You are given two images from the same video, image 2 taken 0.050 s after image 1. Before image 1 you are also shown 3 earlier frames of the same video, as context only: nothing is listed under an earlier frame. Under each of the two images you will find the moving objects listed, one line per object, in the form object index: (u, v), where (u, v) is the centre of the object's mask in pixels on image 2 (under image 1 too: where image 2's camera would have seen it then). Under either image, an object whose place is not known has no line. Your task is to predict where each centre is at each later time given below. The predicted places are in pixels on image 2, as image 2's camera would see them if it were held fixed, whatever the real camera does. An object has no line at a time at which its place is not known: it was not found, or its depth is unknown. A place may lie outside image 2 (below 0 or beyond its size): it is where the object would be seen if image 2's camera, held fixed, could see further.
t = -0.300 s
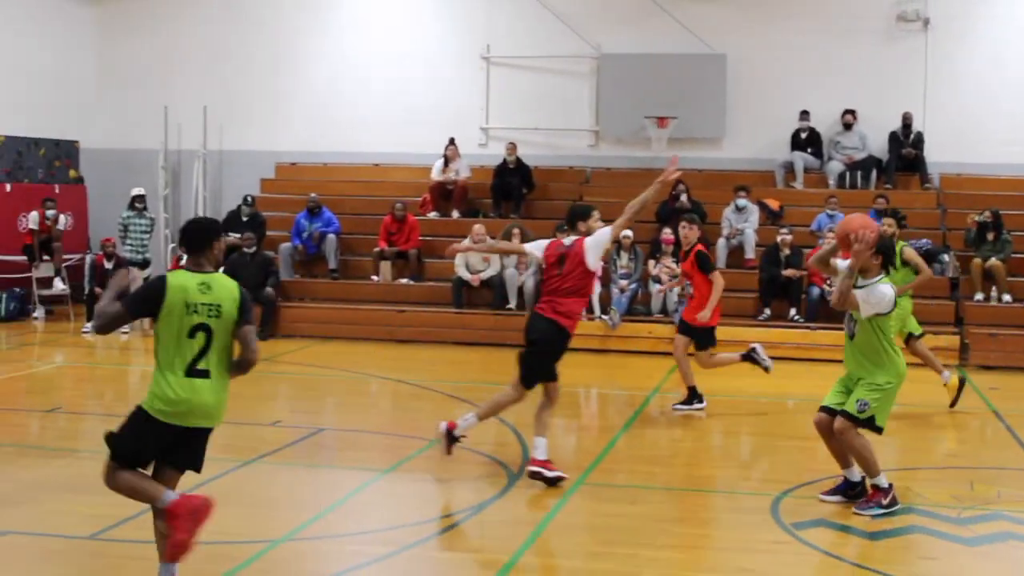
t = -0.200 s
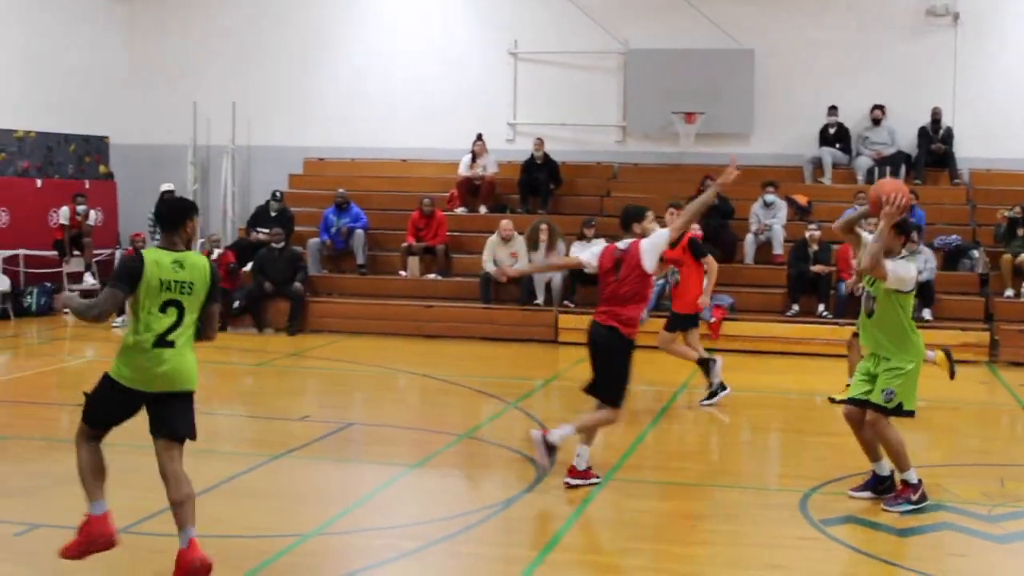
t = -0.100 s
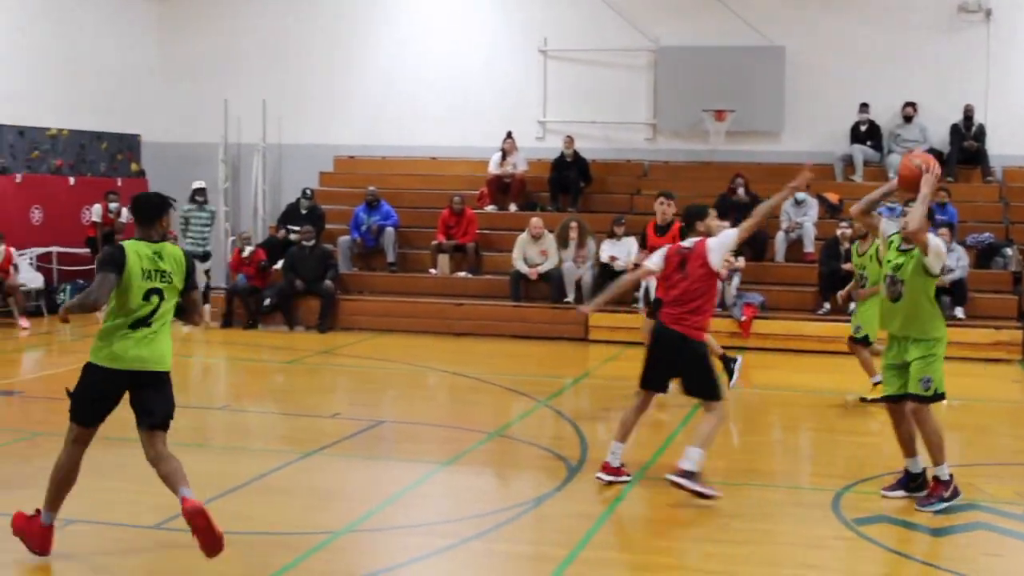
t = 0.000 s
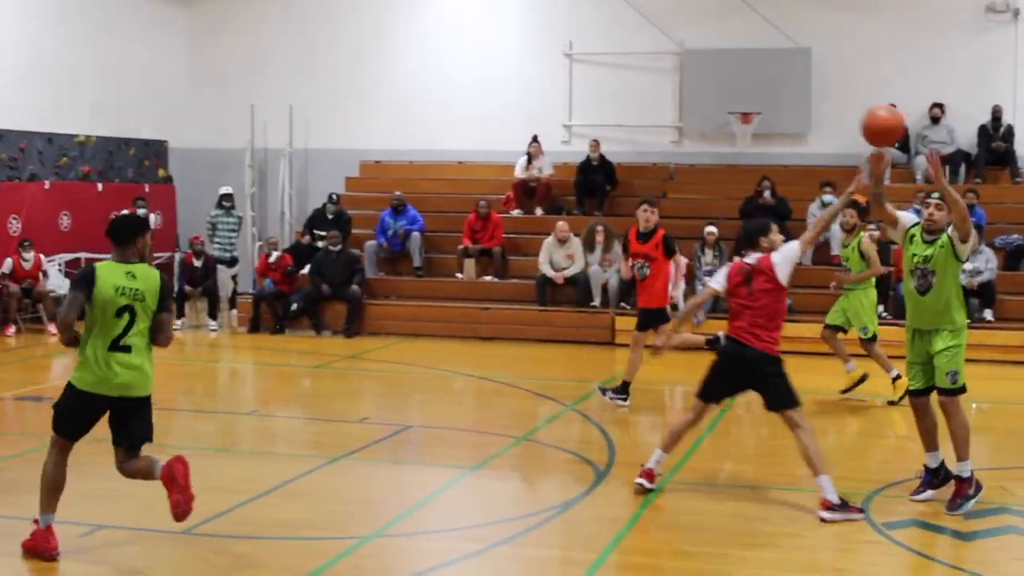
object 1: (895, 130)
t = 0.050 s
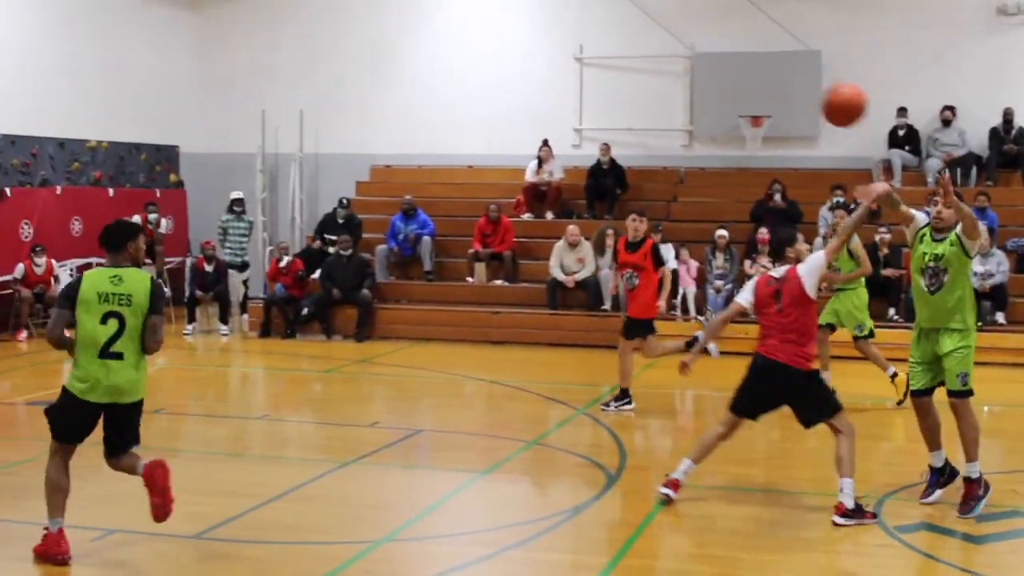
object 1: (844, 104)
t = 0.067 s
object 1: (826, 96)
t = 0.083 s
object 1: (808, 89)
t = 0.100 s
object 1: (789, 82)
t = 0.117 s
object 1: (769, 76)
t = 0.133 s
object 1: (750, 70)
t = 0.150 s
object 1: (728, 64)
